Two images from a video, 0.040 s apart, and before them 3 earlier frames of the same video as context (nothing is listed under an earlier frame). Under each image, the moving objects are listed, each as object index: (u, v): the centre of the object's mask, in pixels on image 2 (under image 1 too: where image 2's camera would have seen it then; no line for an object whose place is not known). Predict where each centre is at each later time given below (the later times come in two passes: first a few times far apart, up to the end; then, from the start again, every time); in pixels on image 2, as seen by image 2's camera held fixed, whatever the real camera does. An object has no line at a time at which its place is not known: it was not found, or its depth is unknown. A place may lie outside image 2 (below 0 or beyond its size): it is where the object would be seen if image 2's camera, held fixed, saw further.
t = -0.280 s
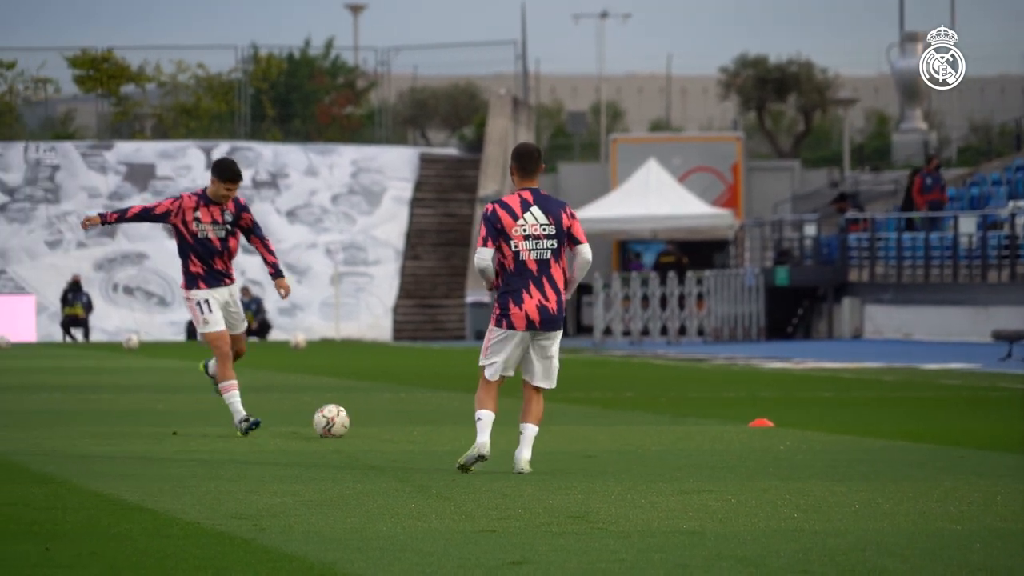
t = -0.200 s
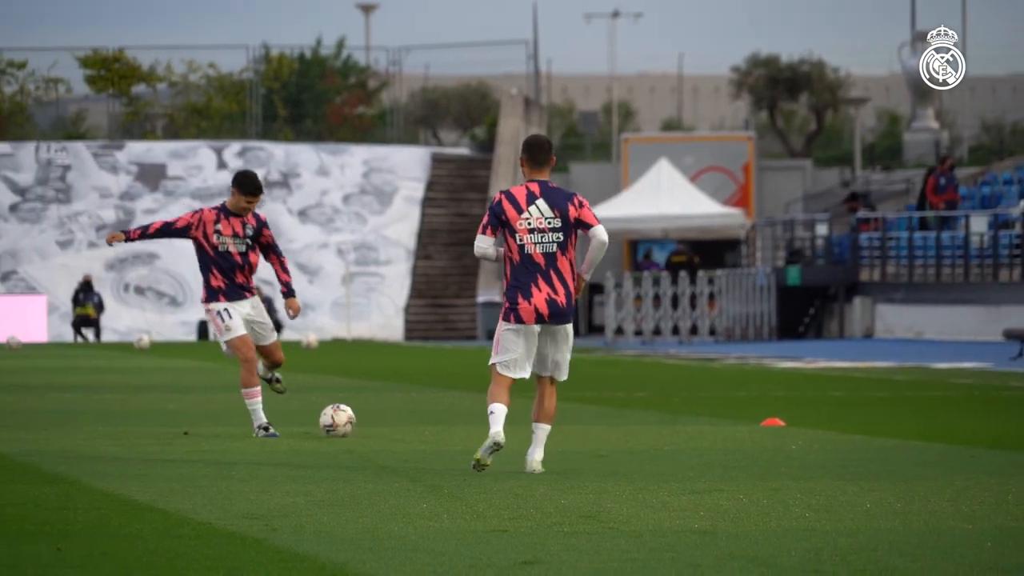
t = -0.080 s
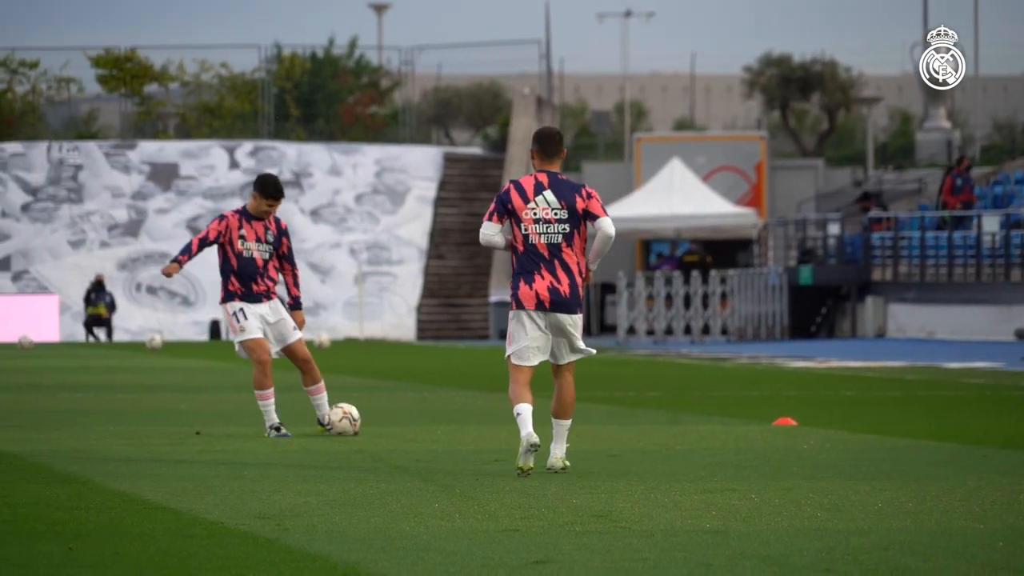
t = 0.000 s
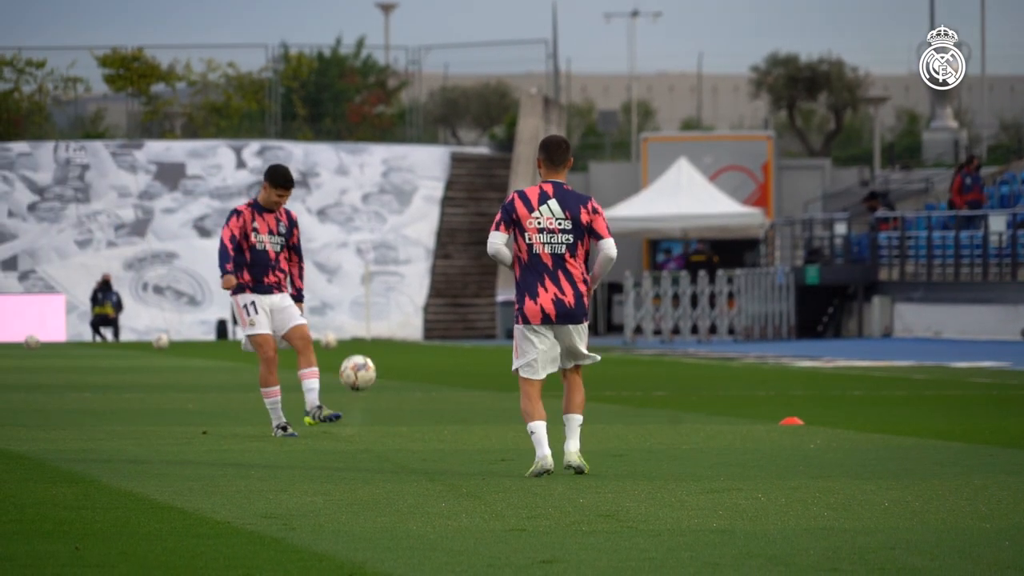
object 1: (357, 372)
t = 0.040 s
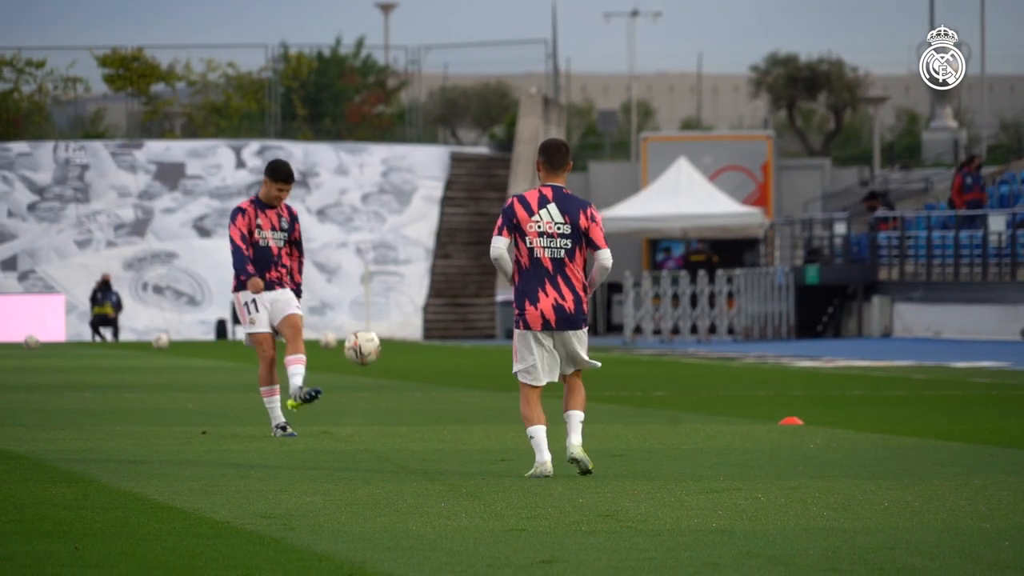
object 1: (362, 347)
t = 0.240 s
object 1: (386, 249)
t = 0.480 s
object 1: (415, 203)
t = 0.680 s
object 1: (440, 237)
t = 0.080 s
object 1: (367, 323)
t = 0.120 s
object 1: (372, 302)
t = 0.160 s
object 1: (377, 282)
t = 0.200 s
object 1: (382, 265)
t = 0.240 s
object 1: (386, 249)
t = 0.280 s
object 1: (391, 236)
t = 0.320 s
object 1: (396, 224)
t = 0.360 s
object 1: (400, 215)
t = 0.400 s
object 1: (405, 208)
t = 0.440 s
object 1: (410, 204)
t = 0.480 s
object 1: (415, 203)
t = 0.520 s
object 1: (420, 204)
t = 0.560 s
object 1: (425, 208)
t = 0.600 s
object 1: (430, 215)
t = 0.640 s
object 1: (435, 224)
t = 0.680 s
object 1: (440, 237)
